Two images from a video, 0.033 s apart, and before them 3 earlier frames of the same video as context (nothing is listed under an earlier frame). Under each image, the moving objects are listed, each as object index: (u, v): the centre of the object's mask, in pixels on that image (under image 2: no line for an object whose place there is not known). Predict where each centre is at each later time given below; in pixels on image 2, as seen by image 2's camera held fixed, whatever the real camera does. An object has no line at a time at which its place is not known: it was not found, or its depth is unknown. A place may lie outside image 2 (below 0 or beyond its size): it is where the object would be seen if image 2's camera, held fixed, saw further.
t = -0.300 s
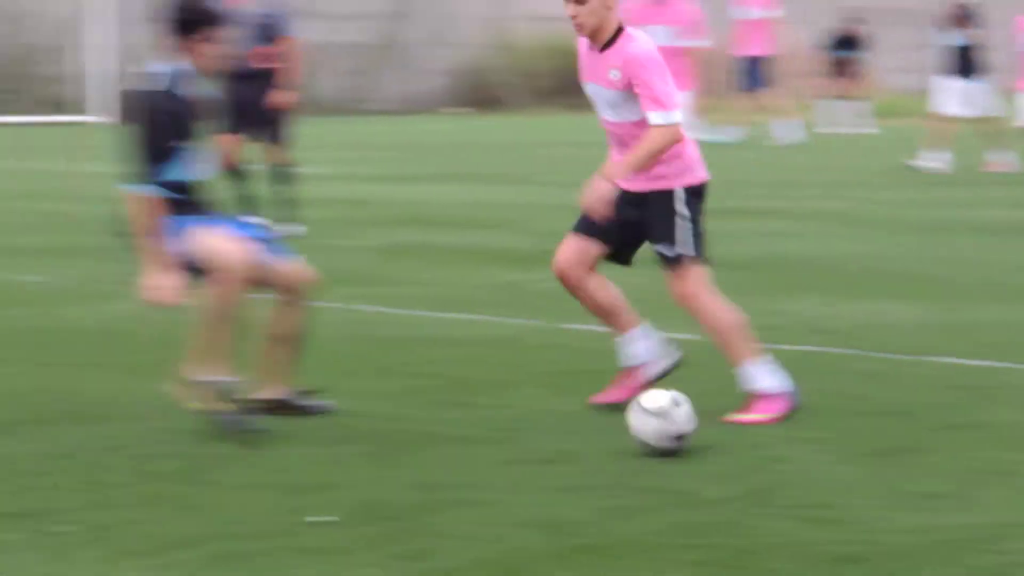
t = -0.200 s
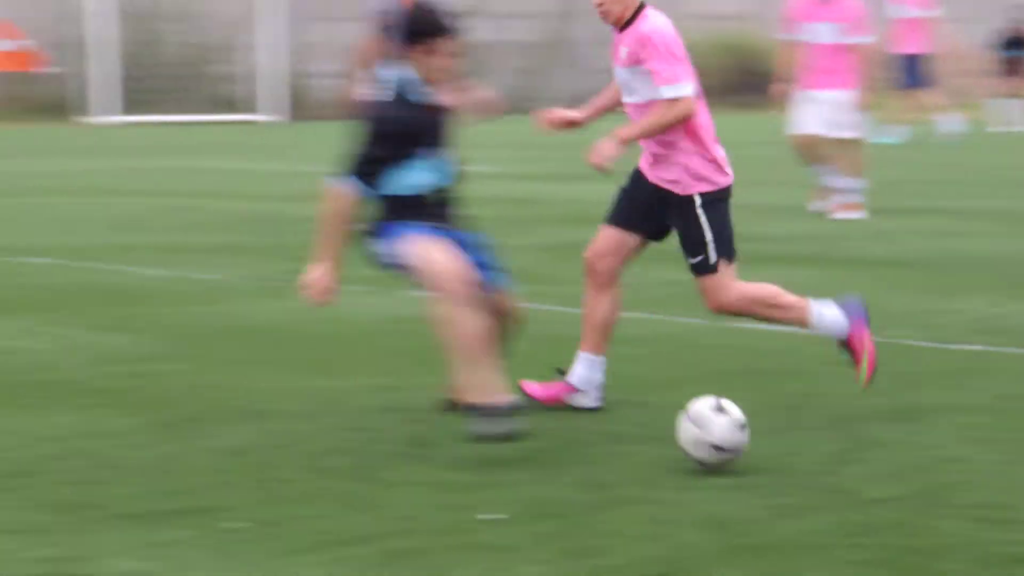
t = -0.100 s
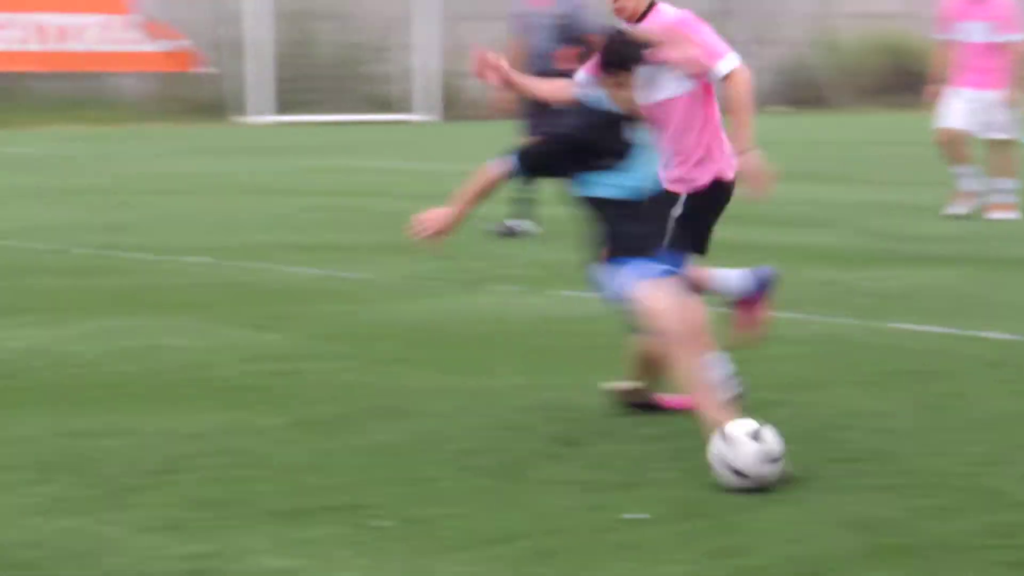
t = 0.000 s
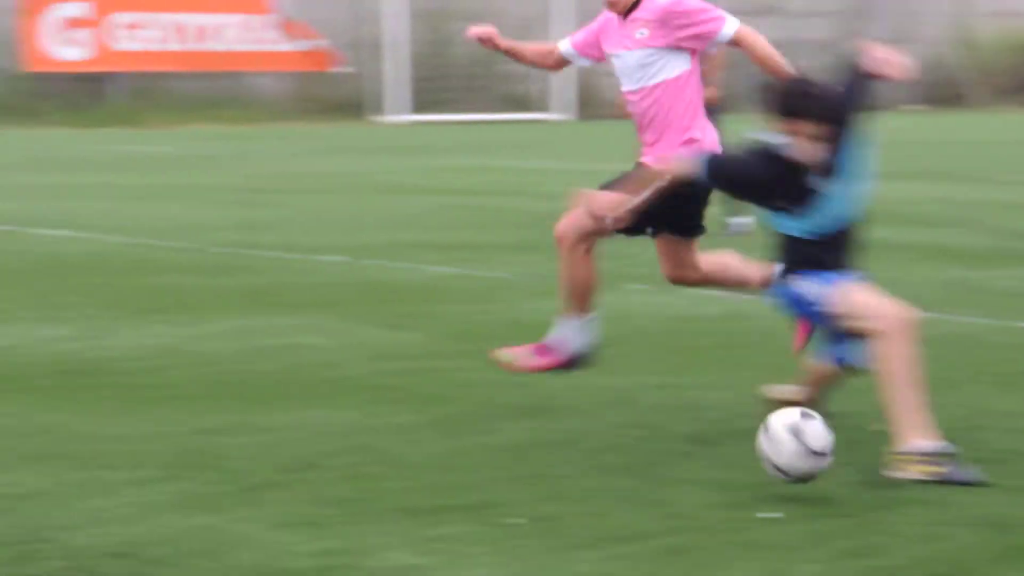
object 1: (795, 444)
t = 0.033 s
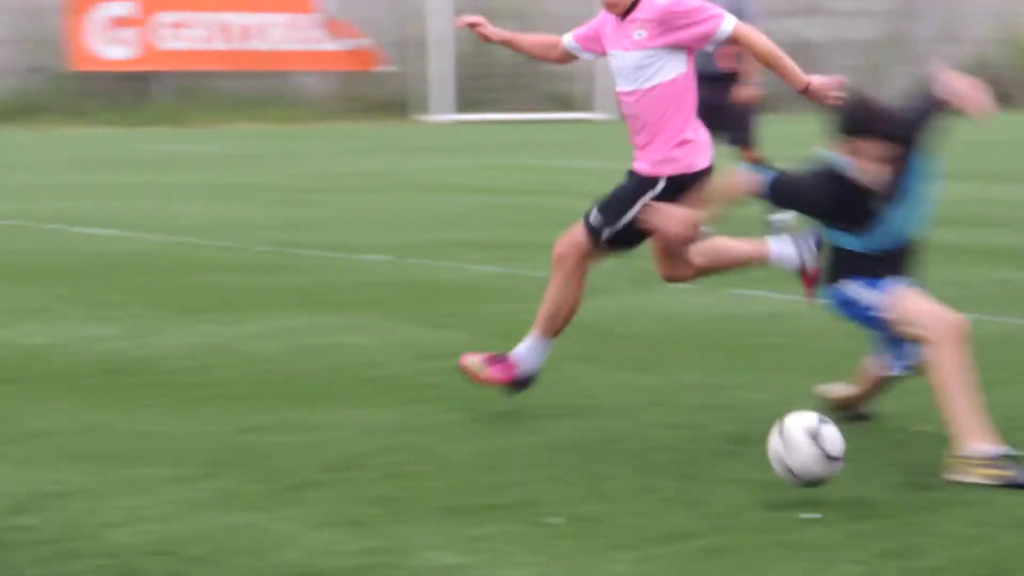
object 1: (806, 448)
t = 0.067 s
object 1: (777, 456)
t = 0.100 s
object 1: (748, 471)
